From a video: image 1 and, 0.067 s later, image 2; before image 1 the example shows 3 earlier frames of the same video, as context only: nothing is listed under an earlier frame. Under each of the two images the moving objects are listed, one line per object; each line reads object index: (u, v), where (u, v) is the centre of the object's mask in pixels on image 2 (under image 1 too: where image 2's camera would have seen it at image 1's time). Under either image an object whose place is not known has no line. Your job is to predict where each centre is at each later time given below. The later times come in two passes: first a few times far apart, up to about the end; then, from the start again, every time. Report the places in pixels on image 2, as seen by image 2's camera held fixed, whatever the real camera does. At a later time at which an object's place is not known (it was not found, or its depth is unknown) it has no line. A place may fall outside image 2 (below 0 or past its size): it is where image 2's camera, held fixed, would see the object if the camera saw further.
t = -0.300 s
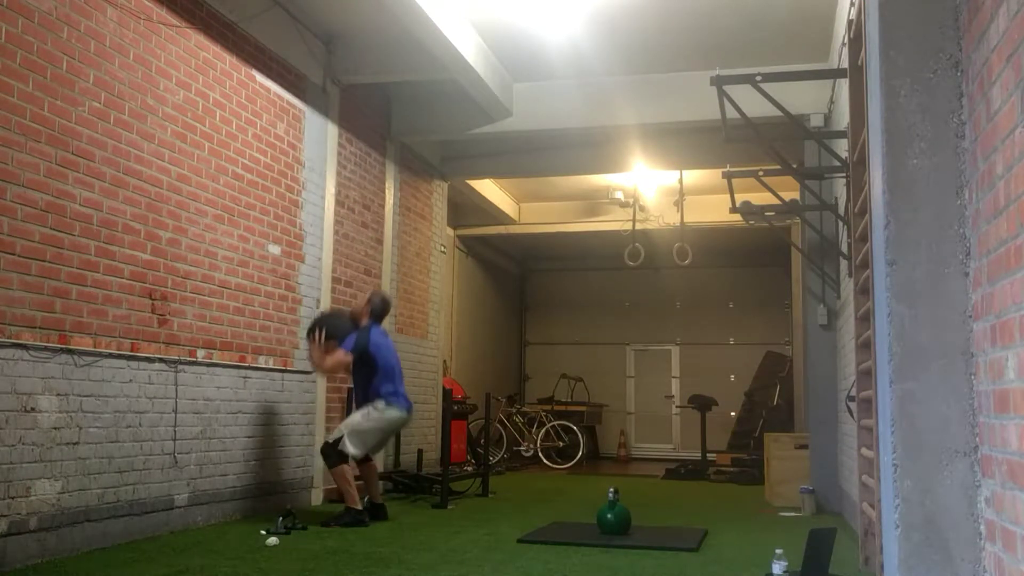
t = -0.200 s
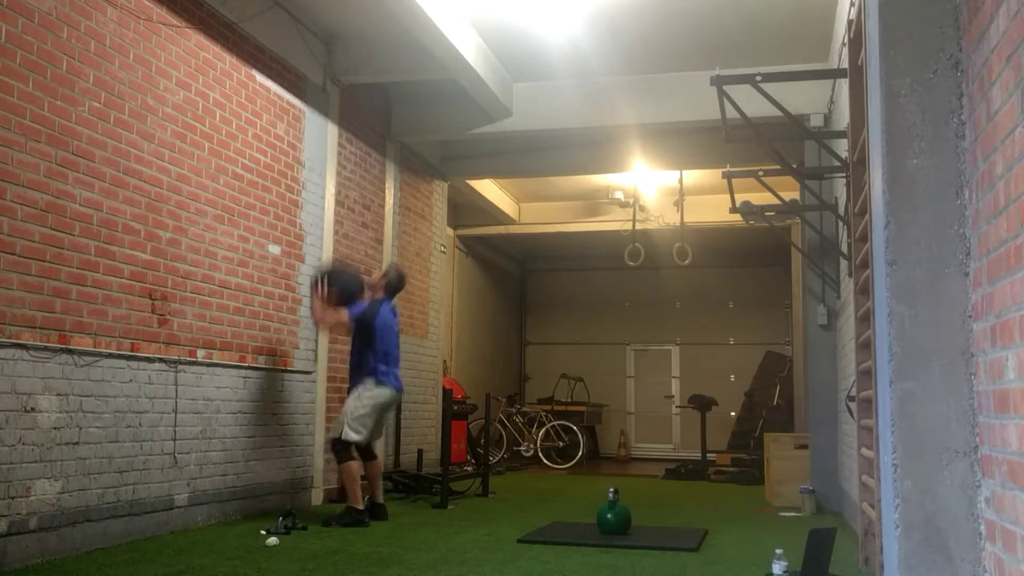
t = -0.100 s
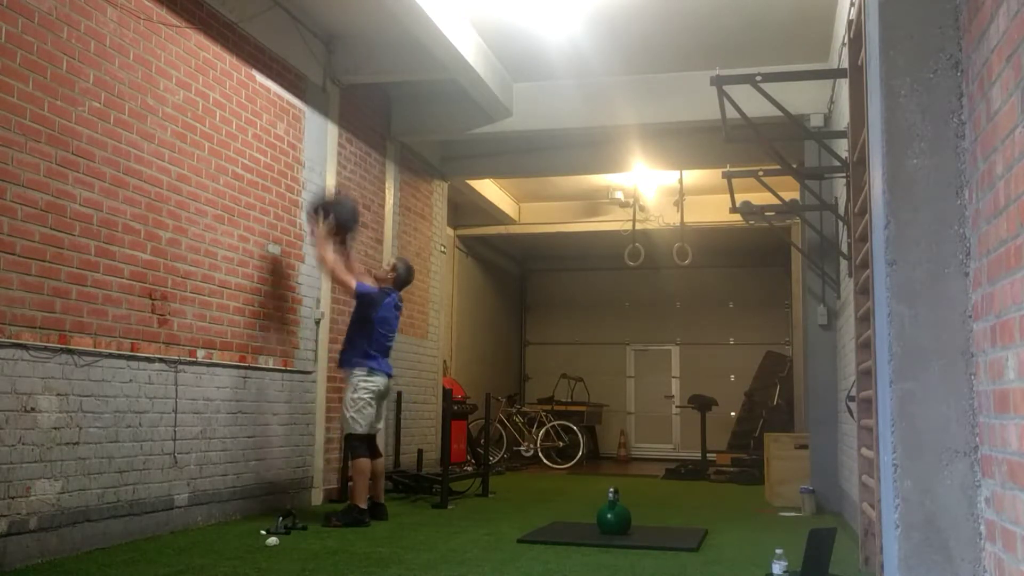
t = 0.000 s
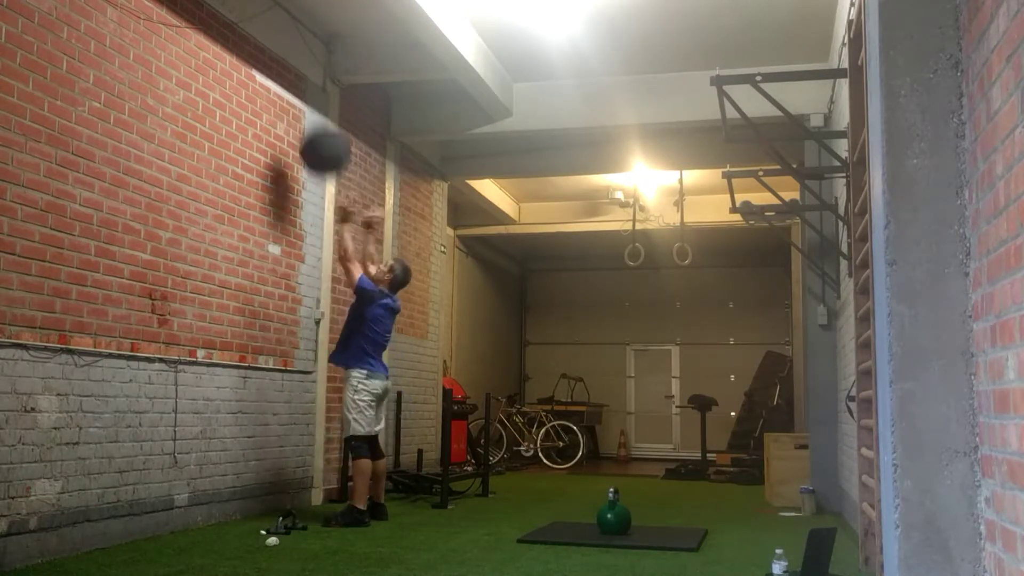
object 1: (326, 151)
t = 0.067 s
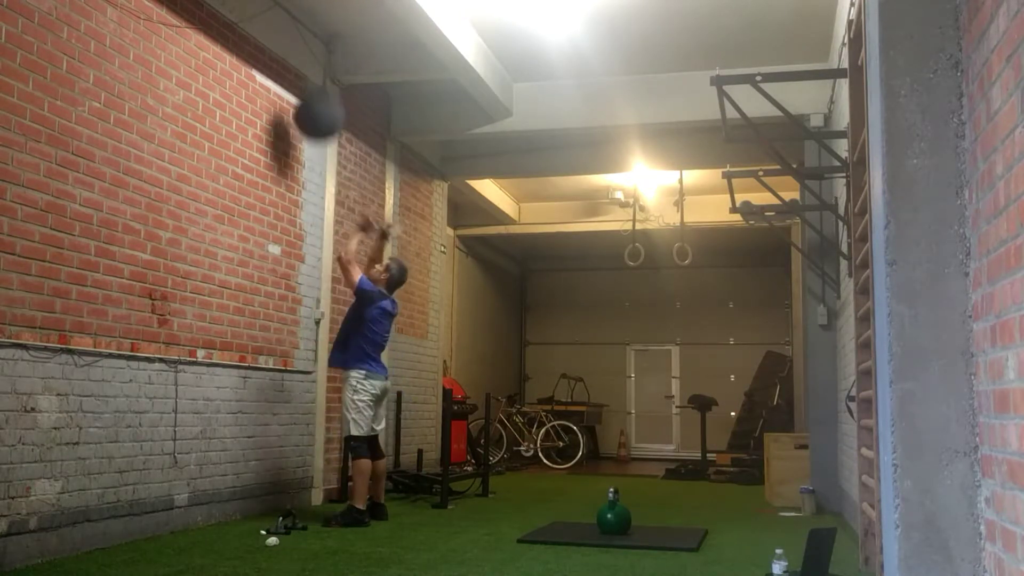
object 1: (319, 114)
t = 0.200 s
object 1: (304, 69)
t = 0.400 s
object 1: (304, 41)
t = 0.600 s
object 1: (320, 65)
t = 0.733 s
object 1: (328, 110)
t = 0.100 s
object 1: (317, 100)
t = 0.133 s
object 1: (314, 88)
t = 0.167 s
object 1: (311, 78)
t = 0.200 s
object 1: (304, 69)
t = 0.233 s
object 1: (303, 58)
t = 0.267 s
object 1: (300, 52)
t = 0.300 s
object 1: (298, 48)
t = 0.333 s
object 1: (299, 45)
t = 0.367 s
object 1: (300, 43)
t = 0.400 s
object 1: (304, 41)
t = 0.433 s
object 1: (307, 42)
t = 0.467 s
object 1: (310, 44)
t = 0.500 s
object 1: (313, 47)
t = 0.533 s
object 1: (316, 51)
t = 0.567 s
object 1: (318, 58)
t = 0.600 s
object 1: (320, 65)
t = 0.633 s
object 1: (321, 75)
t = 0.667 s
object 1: (323, 86)
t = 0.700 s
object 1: (326, 98)
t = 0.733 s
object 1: (328, 110)
